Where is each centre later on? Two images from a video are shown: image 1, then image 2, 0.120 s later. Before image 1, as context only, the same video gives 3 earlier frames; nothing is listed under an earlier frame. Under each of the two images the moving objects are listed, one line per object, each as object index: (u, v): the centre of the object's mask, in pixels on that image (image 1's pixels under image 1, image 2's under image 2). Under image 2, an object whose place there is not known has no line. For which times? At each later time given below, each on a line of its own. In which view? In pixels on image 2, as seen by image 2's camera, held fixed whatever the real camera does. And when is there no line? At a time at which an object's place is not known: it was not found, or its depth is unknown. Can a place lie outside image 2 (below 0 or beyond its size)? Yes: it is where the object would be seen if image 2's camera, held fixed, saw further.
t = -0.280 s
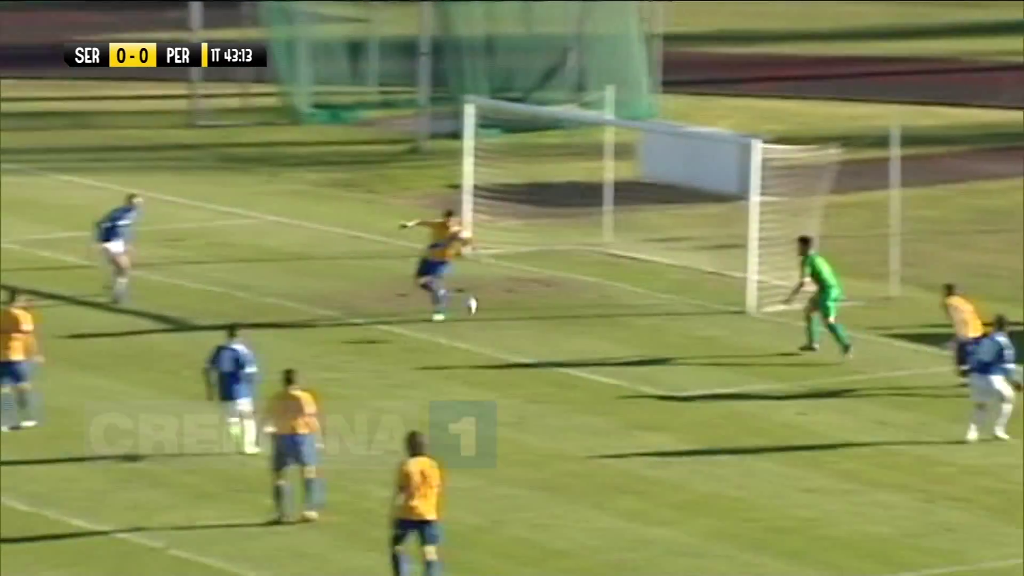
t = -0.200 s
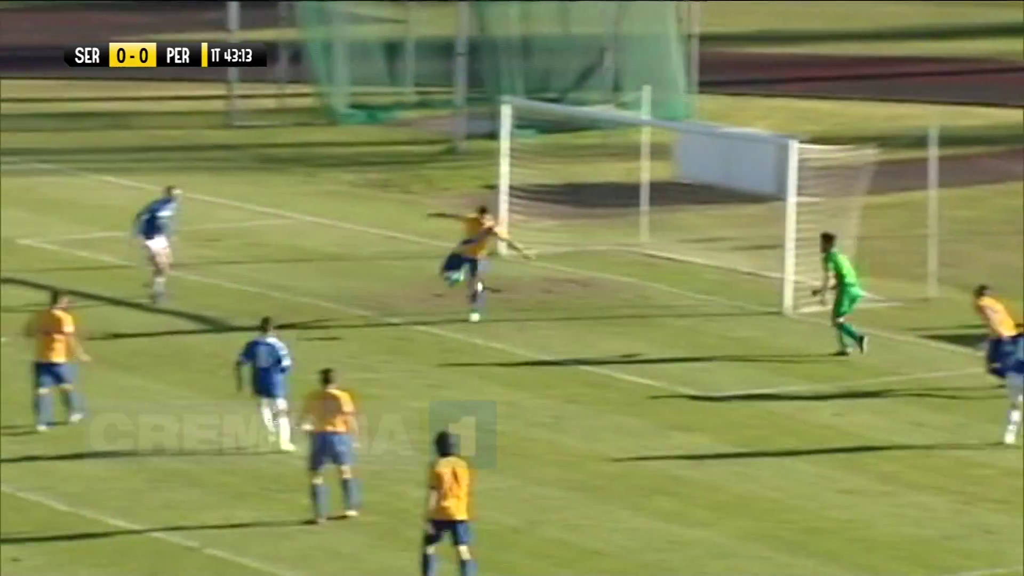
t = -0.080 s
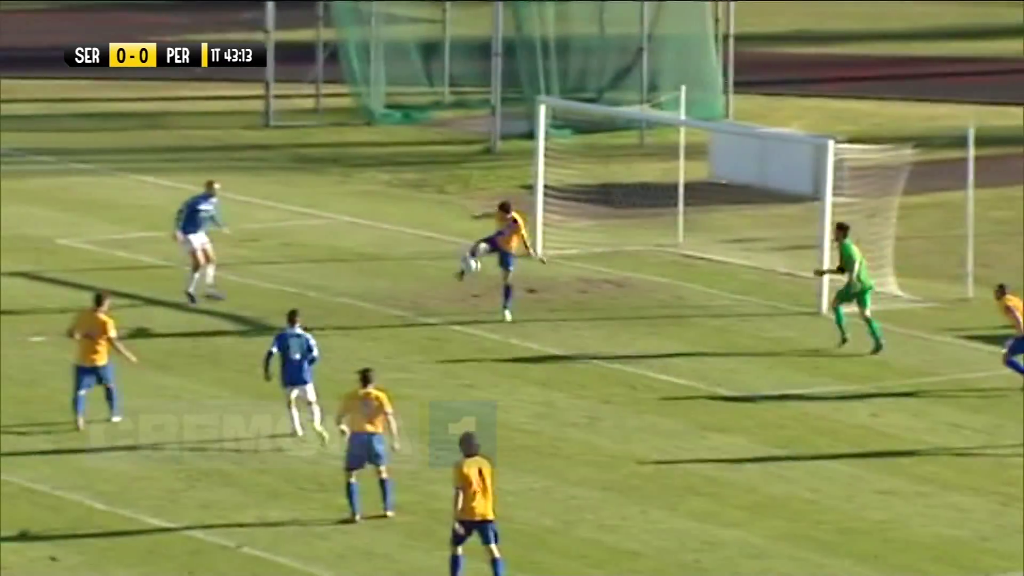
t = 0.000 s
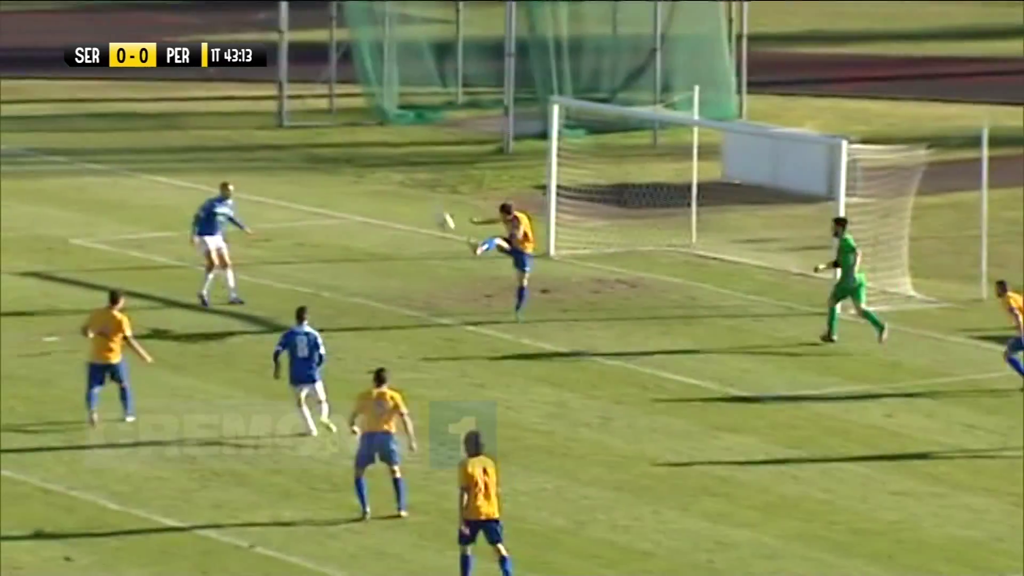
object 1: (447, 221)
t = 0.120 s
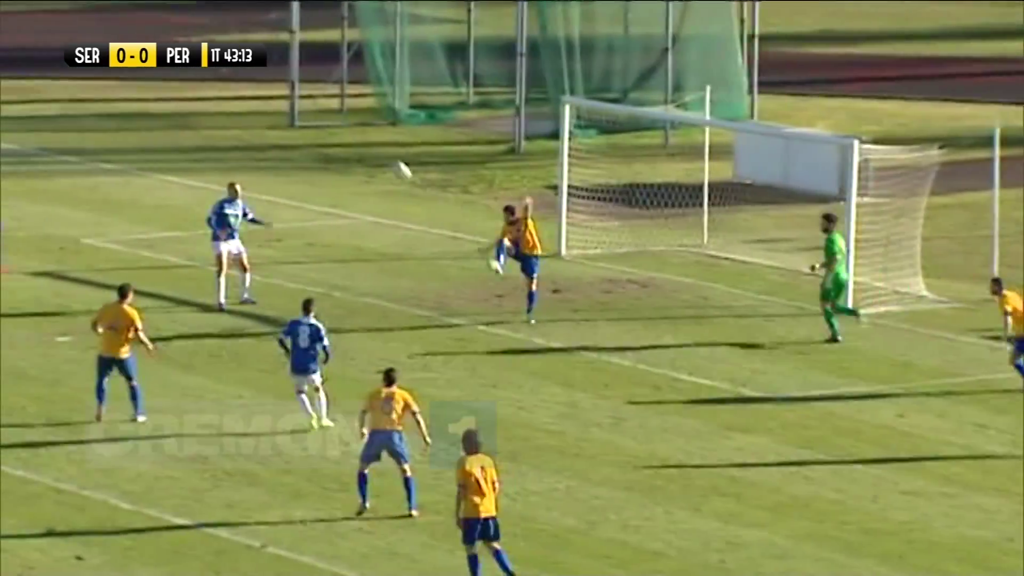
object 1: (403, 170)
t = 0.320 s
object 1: (303, 108)
